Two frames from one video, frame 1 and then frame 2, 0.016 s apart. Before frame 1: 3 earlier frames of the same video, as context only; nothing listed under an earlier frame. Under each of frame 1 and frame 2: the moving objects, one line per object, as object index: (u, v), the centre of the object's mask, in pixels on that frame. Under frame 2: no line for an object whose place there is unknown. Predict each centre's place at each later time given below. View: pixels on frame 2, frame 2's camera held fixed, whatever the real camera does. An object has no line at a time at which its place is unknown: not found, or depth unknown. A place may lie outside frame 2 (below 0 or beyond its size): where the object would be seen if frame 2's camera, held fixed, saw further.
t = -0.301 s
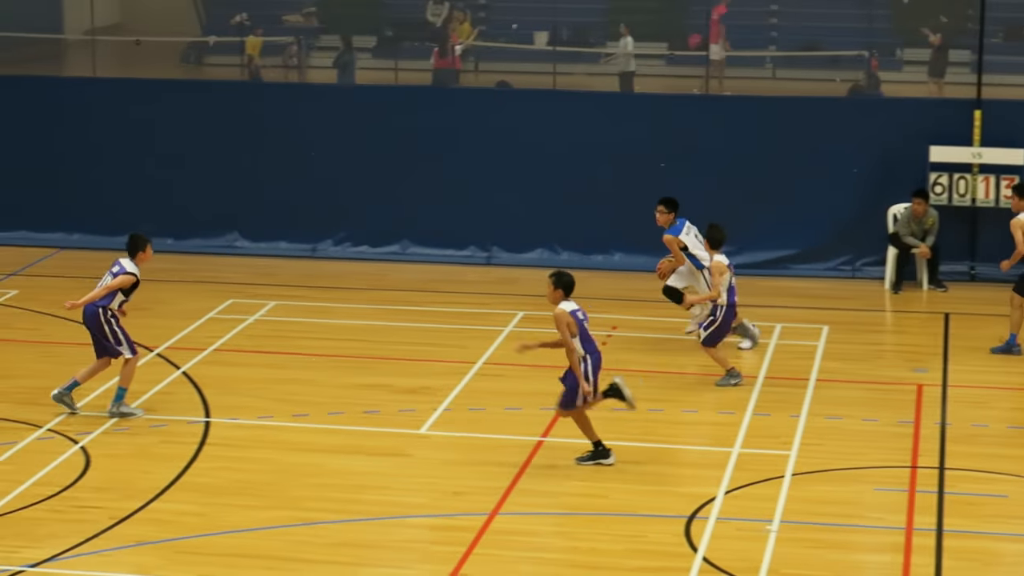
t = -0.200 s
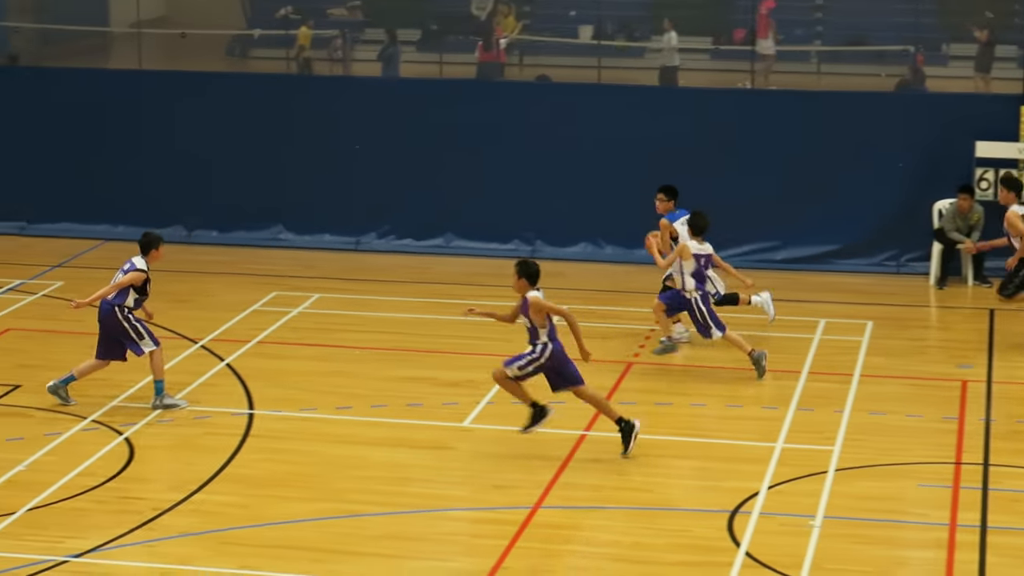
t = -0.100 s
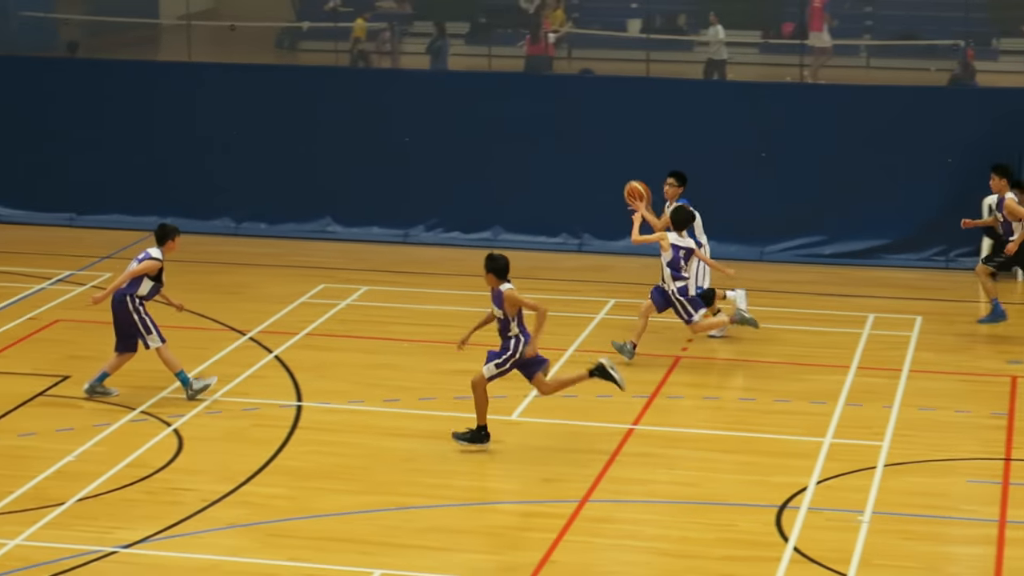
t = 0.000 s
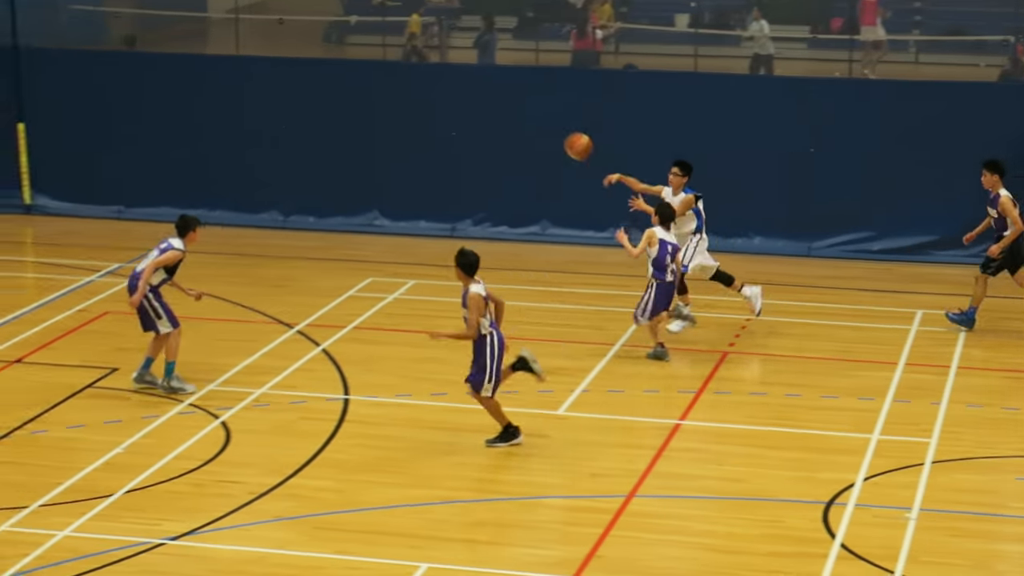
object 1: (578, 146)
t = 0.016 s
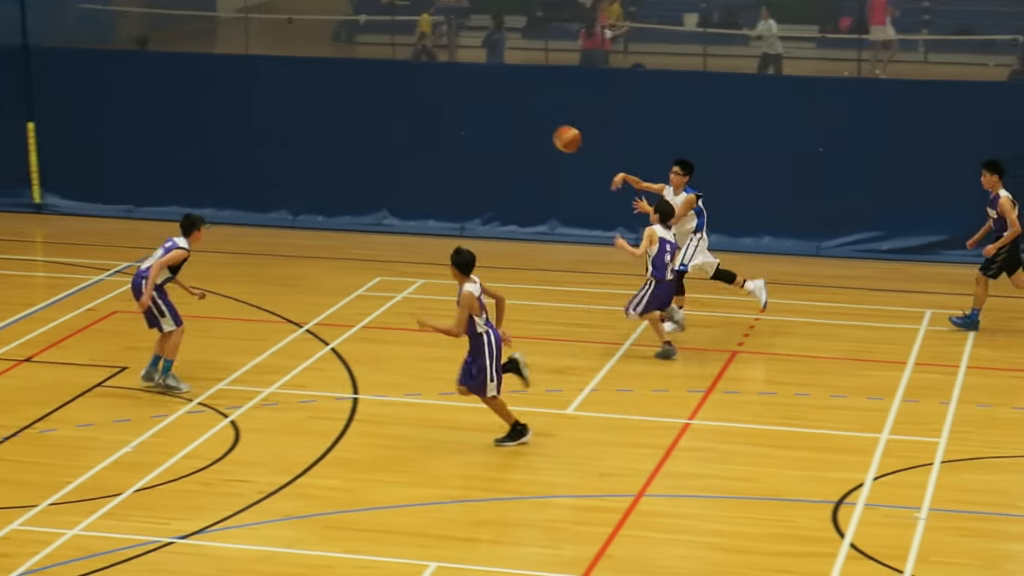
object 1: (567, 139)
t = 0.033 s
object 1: (548, 132)
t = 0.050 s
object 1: (529, 127)
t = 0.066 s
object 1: (510, 120)
